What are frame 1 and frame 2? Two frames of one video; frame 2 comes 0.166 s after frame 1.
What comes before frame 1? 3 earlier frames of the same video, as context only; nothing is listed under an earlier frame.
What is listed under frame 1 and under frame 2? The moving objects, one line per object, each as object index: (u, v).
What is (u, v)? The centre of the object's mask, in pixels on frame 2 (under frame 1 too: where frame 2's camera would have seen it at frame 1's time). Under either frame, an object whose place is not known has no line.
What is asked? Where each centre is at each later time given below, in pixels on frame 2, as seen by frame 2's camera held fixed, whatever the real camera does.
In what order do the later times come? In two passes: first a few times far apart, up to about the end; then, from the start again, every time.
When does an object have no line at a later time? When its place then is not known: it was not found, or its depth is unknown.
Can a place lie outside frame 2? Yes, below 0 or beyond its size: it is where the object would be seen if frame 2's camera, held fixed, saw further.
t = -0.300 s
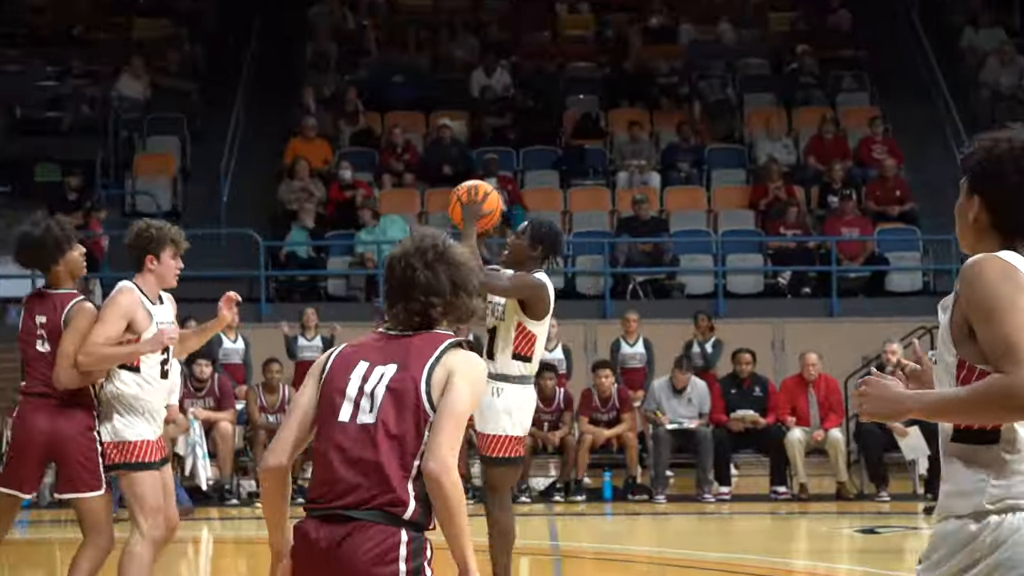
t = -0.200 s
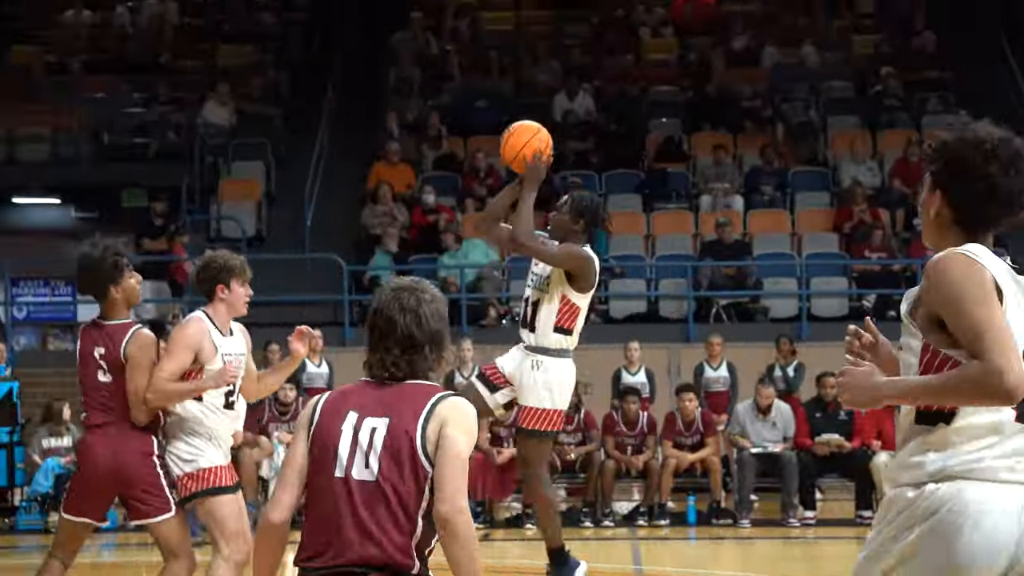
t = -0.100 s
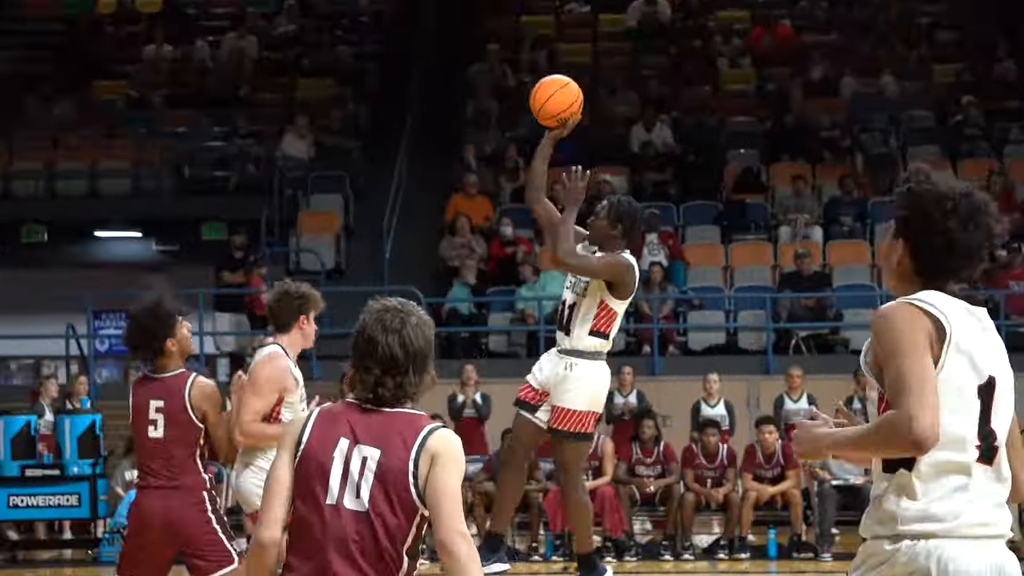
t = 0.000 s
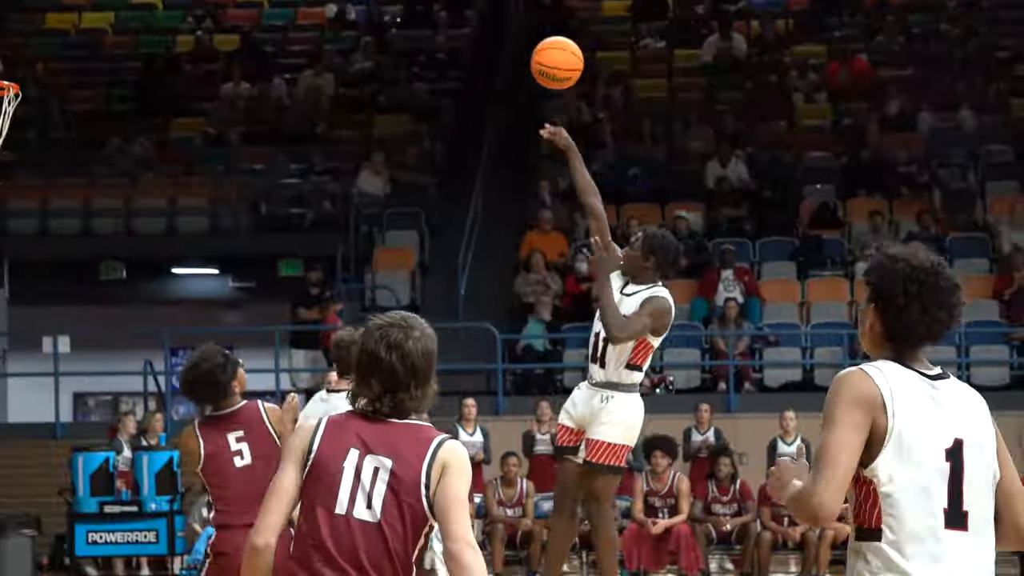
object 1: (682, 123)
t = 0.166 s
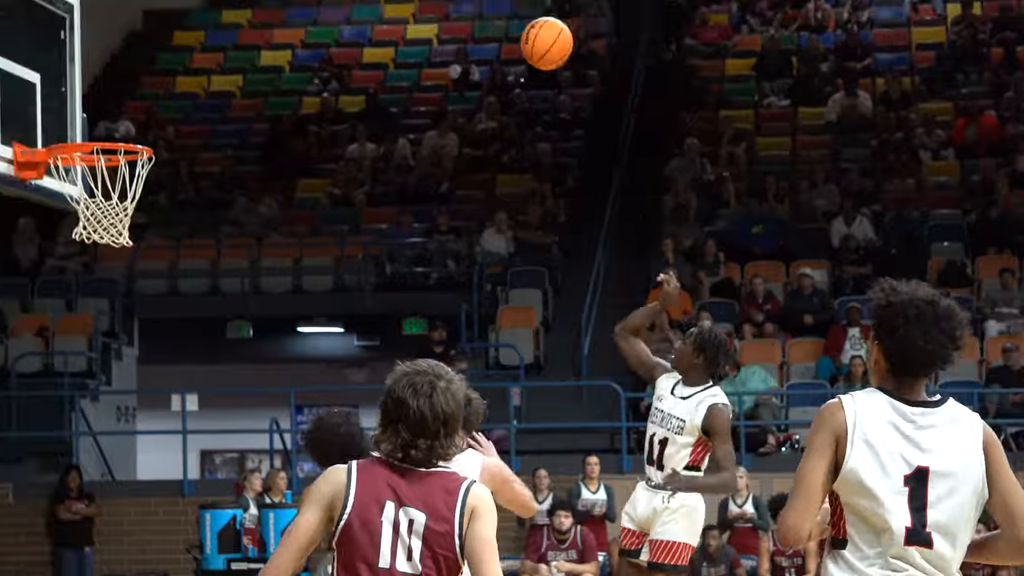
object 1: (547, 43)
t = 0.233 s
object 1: (494, 28)
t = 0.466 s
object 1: (317, 48)
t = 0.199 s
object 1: (520, 35)
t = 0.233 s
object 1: (494, 28)
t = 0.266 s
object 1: (469, 24)
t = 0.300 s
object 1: (443, 22)
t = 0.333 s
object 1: (417, 24)
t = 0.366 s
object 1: (392, 25)
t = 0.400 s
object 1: (366, 29)
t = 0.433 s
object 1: (341, 38)
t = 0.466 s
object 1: (317, 48)
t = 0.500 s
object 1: (291, 59)
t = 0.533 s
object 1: (267, 73)
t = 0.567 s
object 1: (240, 90)
